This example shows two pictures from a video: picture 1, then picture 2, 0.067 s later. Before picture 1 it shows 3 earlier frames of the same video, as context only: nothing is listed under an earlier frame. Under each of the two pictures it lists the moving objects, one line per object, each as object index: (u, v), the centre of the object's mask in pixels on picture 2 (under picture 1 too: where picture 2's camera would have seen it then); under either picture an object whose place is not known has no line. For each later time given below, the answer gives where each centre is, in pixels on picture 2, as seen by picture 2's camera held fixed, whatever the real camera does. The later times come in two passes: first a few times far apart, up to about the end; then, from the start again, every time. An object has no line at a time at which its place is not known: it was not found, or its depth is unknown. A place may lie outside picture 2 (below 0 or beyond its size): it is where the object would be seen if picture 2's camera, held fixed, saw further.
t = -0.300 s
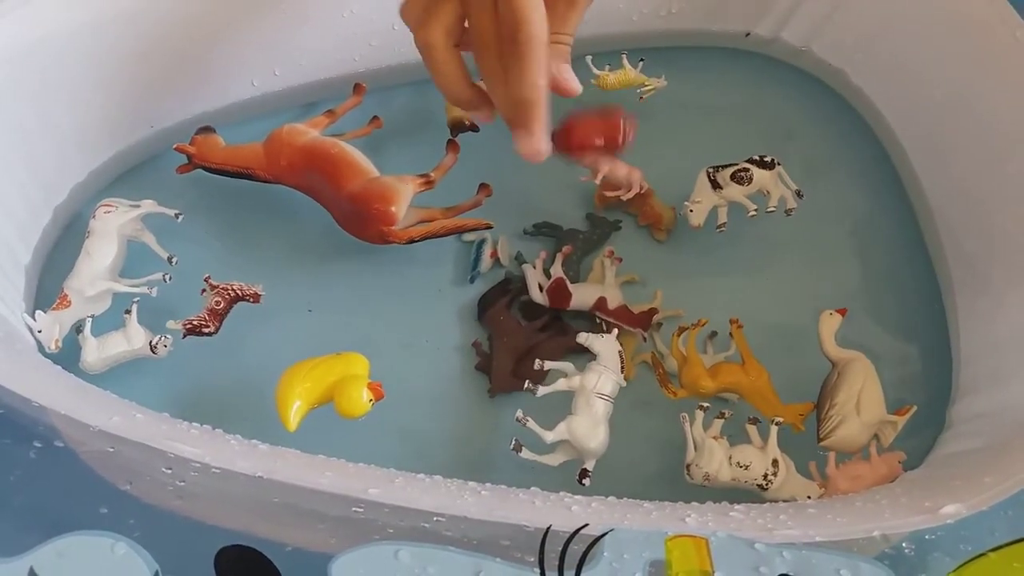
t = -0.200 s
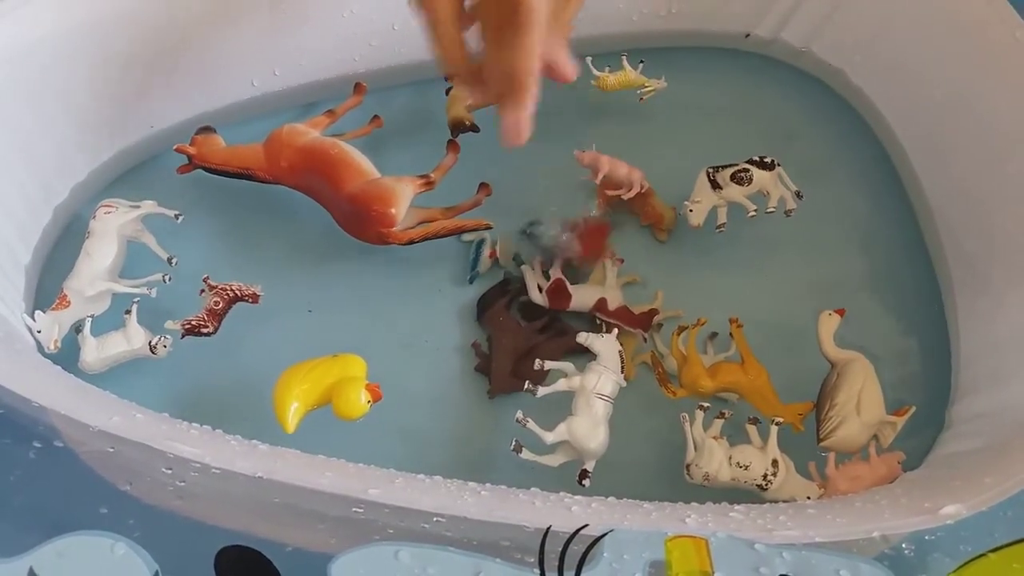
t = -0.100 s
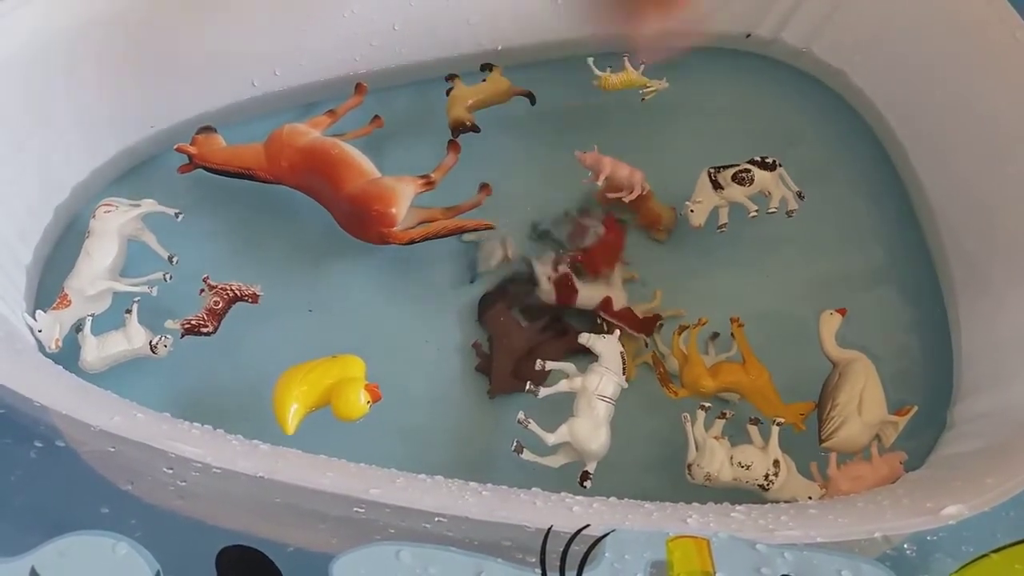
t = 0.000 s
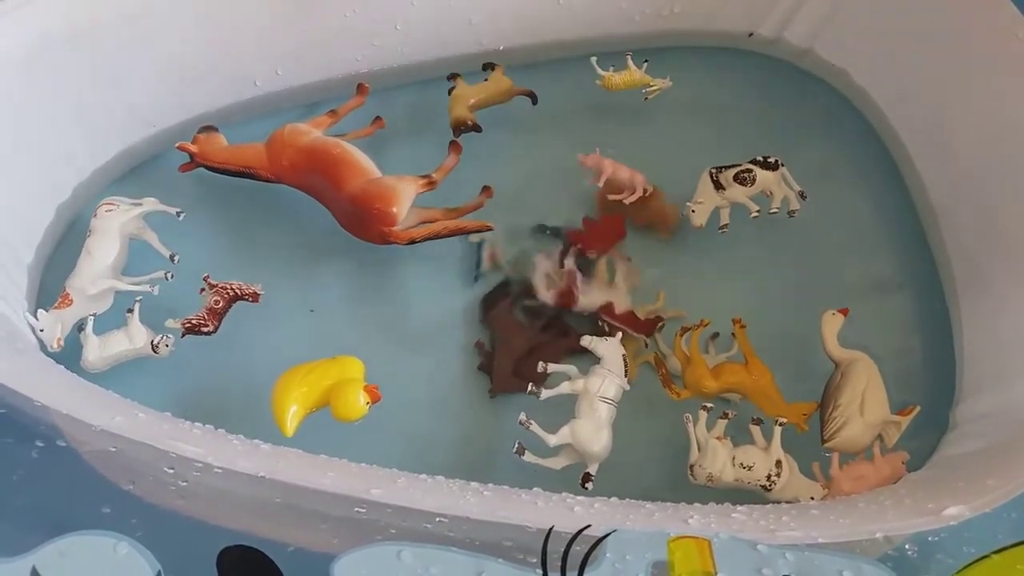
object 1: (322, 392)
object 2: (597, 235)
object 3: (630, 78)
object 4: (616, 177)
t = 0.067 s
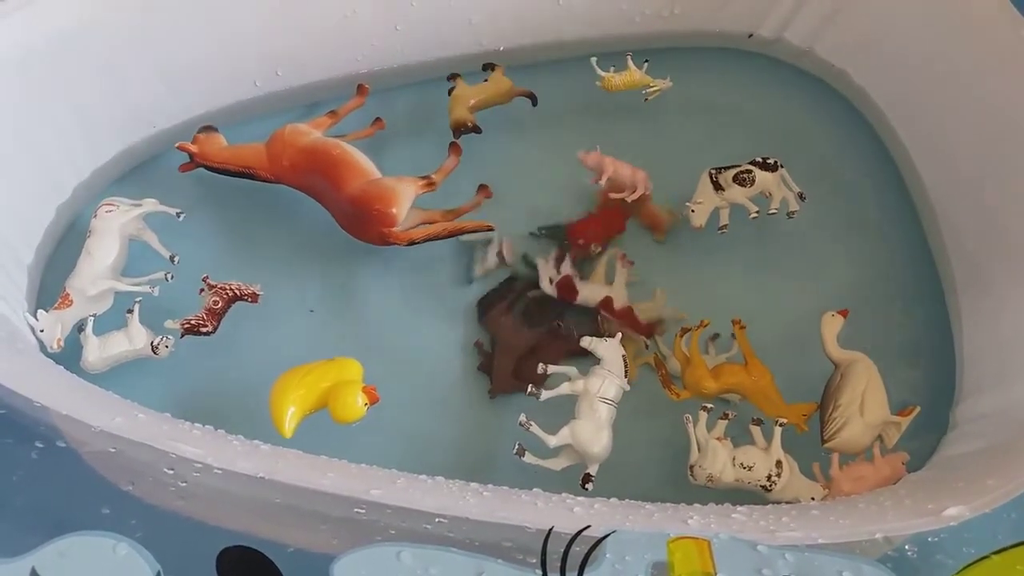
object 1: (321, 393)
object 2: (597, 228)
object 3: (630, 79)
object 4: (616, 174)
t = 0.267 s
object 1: (318, 396)
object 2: (592, 207)
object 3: (631, 78)
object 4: (624, 167)
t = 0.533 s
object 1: (313, 399)
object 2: (578, 212)
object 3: (633, 77)
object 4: (637, 155)
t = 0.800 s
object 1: (309, 402)
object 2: (568, 213)
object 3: (633, 77)
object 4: (648, 145)
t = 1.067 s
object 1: (303, 405)
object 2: (562, 214)
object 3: (635, 77)
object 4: (657, 138)
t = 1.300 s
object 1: (299, 407)
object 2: (554, 214)
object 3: (636, 77)
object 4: (663, 134)
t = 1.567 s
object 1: (296, 409)
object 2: (547, 212)
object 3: (635, 77)
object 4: (670, 130)
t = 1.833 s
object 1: (292, 407)
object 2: (540, 210)
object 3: (636, 75)
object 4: (676, 126)
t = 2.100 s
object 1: (290, 406)
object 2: (532, 209)
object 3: (636, 76)
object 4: (680, 123)
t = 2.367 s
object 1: (286, 406)
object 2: (527, 207)
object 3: (640, 76)
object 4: (685, 121)
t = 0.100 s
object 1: (320, 393)
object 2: (598, 219)
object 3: (630, 79)
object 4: (617, 174)
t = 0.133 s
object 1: (320, 394)
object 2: (598, 213)
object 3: (630, 79)
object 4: (619, 172)
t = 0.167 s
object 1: (319, 394)
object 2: (595, 209)
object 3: (630, 79)
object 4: (619, 170)
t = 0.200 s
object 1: (319, 394)
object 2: (595, 206)
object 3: (630, 78)
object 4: (620, 168)
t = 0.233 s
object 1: (319, 395)
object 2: (593, 206)
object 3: (631, 78)
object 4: (622, 168)
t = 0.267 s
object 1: (318, 396)
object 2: (592, 207)
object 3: (631, 78)
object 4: (624, 167)
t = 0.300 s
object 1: (318, 396)
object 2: (586, 213)
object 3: (631, 78)
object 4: (626, 165)
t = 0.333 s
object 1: (317, 397)
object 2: (585, 216)
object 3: (631, 78)
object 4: (627, 163)
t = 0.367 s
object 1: (316, 397)
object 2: (584, 218)
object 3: (631, 79)
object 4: (630, 159)
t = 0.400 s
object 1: (315, 398)
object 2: (584, 217)
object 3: (632, 79)
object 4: (631, 157)
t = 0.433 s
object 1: (315, 398)
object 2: (581, 215)
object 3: (632, 78)
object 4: (633, 157)
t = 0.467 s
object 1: (314, 398)
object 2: (580, 214)
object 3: (632, 78)
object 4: (634, 156)
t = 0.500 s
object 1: (313, 398)
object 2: (580, 212)
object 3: (630, 76)
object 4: (635, 155)
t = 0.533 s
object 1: (313, 399)
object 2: (578, 212)
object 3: (633, 77)
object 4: (637, 155)
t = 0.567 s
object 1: (312, 399)
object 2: (577, 213)
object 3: (633, 78)
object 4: (639, 154)
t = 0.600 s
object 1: (311, 400)
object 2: (576, 214)
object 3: (633, 78)
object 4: (640, 152)
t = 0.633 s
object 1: (310, 401)
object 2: (573, 215)
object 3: (633, 78)
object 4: (641, 151)
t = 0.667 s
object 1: (310, 401)
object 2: (572, 215)
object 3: (633, 78)
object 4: (643, 149)
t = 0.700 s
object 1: (309, 402)
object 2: (572, 215)
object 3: (633, 78)
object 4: (644, 148)
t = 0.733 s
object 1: (309, 402)
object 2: (571, 214)
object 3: (633, 78)
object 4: (646, 146)
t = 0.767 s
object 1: (309, 402)
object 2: (570, 213)
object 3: (633, 77)
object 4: (647, 146)
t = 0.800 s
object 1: (309, 402)
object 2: (568, 213)
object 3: (633, 77)
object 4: (648, 145)
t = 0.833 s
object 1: (308, 402)
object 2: (568, 214)
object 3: (634, 77)
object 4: (648, 145)
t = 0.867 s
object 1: (307, 403)
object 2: (567, 214)
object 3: (634, 76)
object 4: (649, 144)
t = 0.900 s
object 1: (306, 403)
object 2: (566, 215)
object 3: (633, 76)
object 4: (650, 143)
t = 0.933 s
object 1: (305, 404)
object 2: (565, 215)
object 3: (633, 76)
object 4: (651, 142)
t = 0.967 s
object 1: (305, 404)
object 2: (564, 215)
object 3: (633, 77)
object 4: (652, 141)
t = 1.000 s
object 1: (304, 404)
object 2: (563, 215)
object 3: (634, 78)
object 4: (654, 139)
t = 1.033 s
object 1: (303, 405)
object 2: (563, 214)
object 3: (634, 78)
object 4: (656, 139)
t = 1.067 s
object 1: (303, 405)
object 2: (562, 214)
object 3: (635, 77)
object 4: (657, 138)
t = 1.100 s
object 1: (302, 405)
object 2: (561, 214)
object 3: (635, 77)
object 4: (658, 139)
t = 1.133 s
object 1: (302, 405)
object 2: (560, 214)
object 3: (635, 77)
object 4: (658, 139)
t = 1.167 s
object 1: (301, 406)
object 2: (558, 214)
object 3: (635, 77)
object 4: (659, 138)
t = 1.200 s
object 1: (300, 406)
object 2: (557, 214)
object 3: (635, 77)
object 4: (660, 137)
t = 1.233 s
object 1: (300, 407)
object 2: (556, 214)
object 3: (635, 77)
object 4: (661, 136)
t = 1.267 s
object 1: (299, 407)
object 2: (555, 214)
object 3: (635, 77)
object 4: (662, 135)
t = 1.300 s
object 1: (299, 407)
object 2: (554, 214)
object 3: (636, 77)
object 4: (663, 134)
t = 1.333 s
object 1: (298, 407)
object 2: (553, 213)
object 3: (636, 77)
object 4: (664, 133)
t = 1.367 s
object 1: (298, 407)
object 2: (552, 213)
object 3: (636, 77)
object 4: (665, 132)
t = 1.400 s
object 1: (298, 408)
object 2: (551, 213)
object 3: (636, 77)
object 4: (666, 132)
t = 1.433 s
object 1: (298, 408)
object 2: (550, 212)
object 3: (635, 76)
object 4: (666, 132)
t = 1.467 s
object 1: (297, 409)
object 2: (549, 212)
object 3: (635, 77)
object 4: (667, 132)
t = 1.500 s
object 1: (297, 409)
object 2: (548, 212)
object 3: (635, 76)
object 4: (667, 131)
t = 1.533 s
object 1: (296, 409)
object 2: (548, 212)
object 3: (635, 77)
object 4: (668, 131)
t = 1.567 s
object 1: (296, 409)
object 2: (547, 212)
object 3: (635, 77)
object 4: (670, 130)
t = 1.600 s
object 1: (295, 409)
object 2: (546, 211)
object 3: (636, 77)
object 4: (671, 129)
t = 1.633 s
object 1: (295, 409)
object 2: (545, 211)
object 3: (635, 77)
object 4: (672, 128)
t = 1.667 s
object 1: (294, 408)
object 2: (544, 211)
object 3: (635, 76)
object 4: (673, 128)
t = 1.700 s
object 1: (293, 408)
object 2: (543, 212)
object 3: (635, 76)
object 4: (673, 128)
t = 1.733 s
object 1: (293, 408)
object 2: (542, 212)
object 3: (635, 75)
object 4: (674, 127)
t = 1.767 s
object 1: (293, 408)
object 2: (541, 212)
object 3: (636, 76)
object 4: (674, 127)
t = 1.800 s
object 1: (293, 408)
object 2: (540, 211)
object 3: (636, 76)
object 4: (675, 127)
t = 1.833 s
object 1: (292, 407)
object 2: (540, 210)
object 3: (636, 75)
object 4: (676, 126)
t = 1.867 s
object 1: (292, 407)
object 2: (539, 210)
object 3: (636, 76)
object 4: (676, 126)
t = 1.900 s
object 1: (292, 407)
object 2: (538, 209)
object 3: (637, 76)
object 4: (677, 125)
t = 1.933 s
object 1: (291, 407)
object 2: (537, 209)
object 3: (636, 76)
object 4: (678, 125)
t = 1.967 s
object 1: (291, 407)
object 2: (536, 209)
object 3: (638, 77)
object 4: (678, 124)
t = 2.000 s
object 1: (290, 407)
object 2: (535, 209)
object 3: (636, 77)
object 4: (678, 124)
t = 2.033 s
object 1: (291, 407)
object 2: (534, 209)
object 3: (637, 76)
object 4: (679, 124)
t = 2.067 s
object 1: (291, 406)
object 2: (533, 209)
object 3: (638, 76)
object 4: (679, 124)
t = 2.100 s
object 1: (290, 406)
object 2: (532, 209)
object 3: (636, 76)
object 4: (680, 123)
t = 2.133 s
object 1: (290, 406)
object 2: (532, 208)
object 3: (639, 76)
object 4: (681, 123)
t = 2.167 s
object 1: (289, 407)
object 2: (531, 208)
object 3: (639, 76)
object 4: (681, 122)
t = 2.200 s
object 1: (288, 407)
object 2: (530, 208)
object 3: (639, 76)
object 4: (682, 121)
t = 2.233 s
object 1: (288, 406)
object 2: (529, 208)
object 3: (639, 76)
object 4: (683, 121)
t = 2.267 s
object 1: (287, 406)
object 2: (529, 208)
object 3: (639, 76)
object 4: (684, 121)
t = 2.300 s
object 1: (287, 406)
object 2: (528, 208)
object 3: (640, 76)
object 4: (685, 121)
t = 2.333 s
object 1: (287, 406)
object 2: (527, 207)
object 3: (640, 76)
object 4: (685, 121)
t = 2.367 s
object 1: (286, 406)
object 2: (527, 207)
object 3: (640, 76)
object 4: (685, 121)
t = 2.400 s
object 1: (286, 406)
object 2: (526, 206)
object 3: (641, 76)
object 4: (687, 120)
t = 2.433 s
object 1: (286, 406)
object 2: (526, 206)
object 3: (641, 76)
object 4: (687, 120)
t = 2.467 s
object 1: (285, 406)
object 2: (524, 206)
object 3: (641, 76)
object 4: (688, 119)
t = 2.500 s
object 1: (285, 406)
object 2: (524, 206)
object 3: (641, 76)
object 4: (688, 118)
